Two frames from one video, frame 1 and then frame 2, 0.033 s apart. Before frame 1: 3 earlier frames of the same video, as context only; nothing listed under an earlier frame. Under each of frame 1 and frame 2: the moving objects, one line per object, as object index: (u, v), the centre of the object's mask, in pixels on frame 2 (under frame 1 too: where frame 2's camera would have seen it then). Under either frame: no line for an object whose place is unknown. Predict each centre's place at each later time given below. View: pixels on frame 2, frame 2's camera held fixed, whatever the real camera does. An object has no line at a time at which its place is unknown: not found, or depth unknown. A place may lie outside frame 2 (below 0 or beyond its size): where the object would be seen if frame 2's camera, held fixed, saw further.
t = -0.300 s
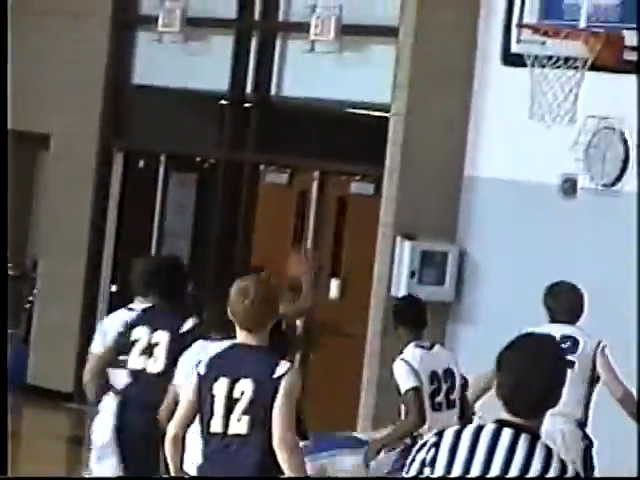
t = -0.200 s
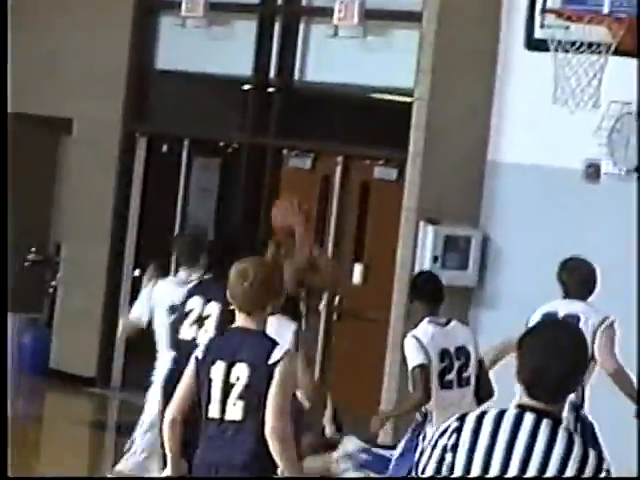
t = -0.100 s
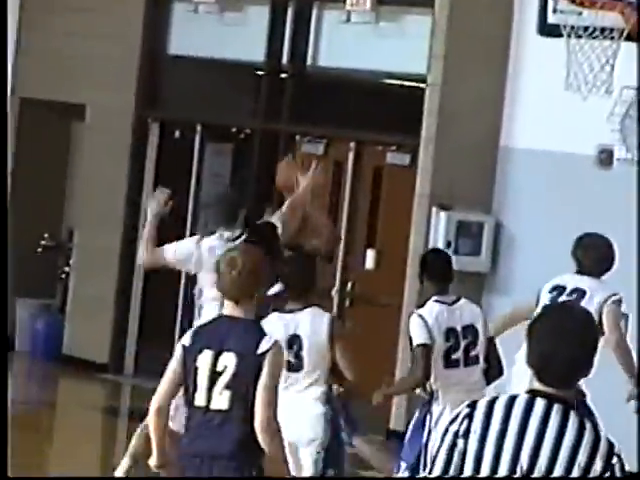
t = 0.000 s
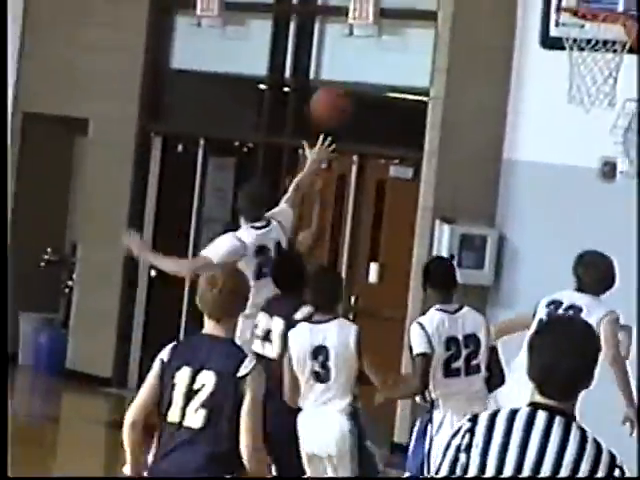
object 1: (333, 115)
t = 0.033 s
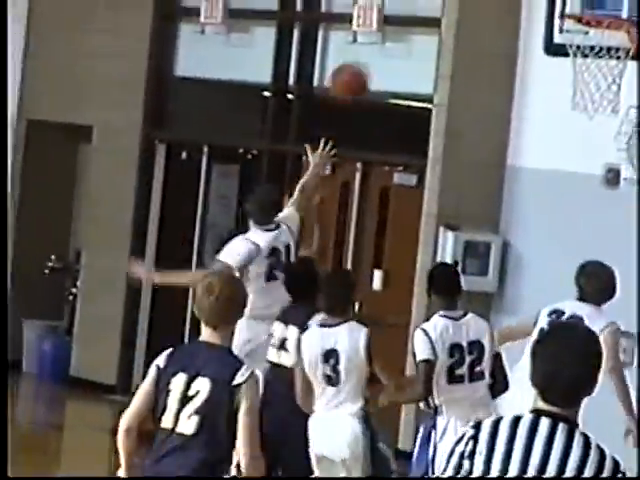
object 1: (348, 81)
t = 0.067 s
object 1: (364, 55)
